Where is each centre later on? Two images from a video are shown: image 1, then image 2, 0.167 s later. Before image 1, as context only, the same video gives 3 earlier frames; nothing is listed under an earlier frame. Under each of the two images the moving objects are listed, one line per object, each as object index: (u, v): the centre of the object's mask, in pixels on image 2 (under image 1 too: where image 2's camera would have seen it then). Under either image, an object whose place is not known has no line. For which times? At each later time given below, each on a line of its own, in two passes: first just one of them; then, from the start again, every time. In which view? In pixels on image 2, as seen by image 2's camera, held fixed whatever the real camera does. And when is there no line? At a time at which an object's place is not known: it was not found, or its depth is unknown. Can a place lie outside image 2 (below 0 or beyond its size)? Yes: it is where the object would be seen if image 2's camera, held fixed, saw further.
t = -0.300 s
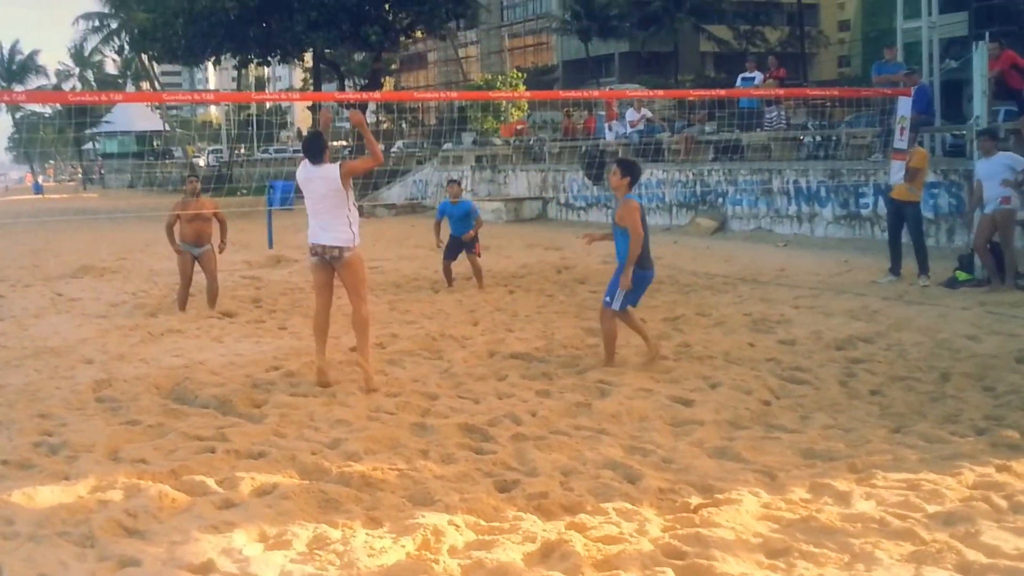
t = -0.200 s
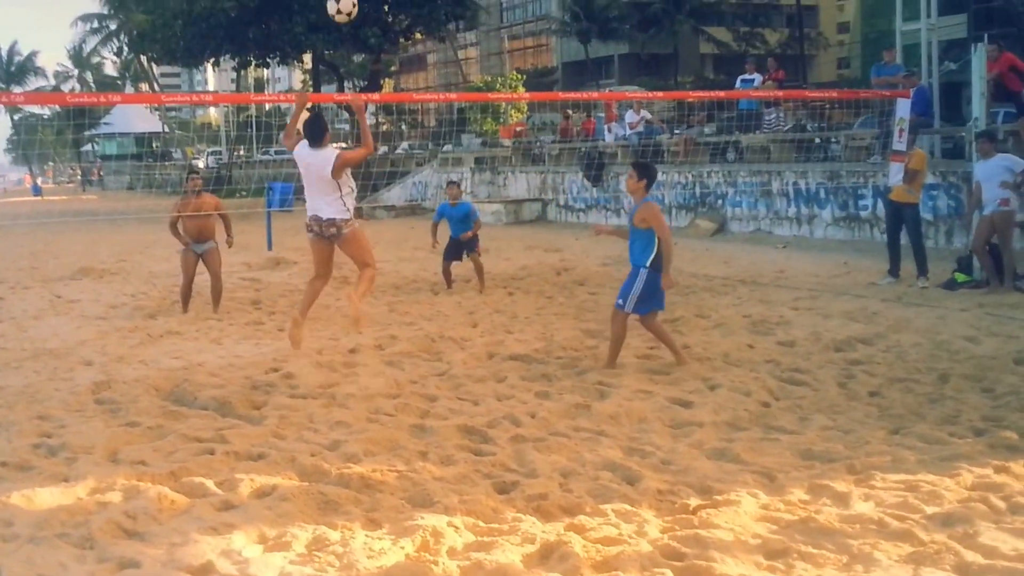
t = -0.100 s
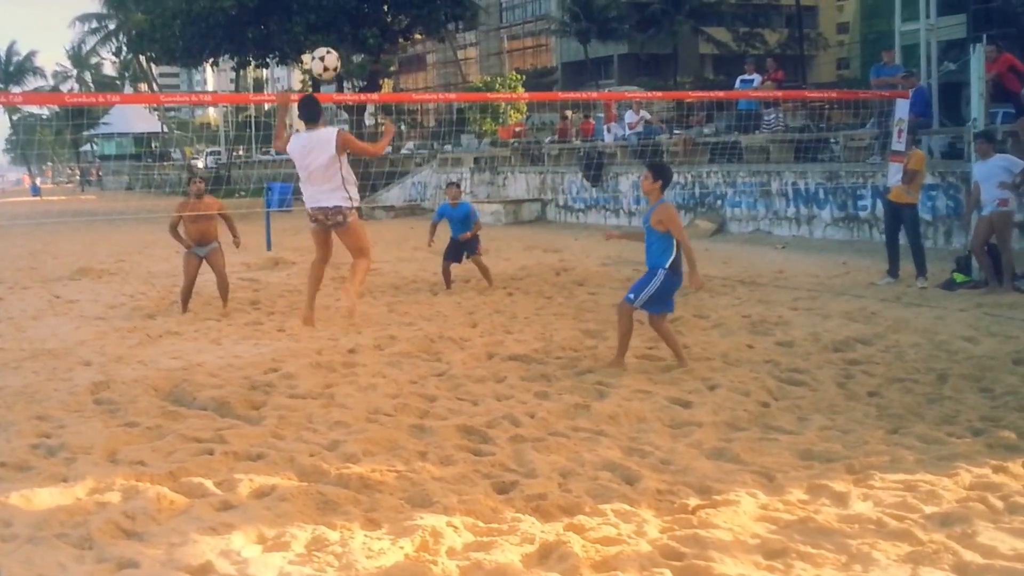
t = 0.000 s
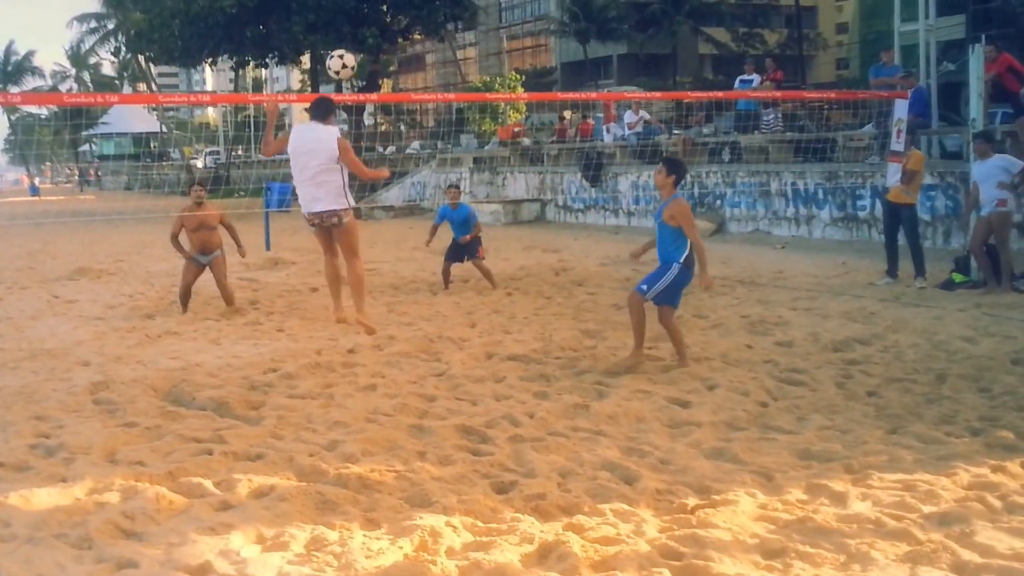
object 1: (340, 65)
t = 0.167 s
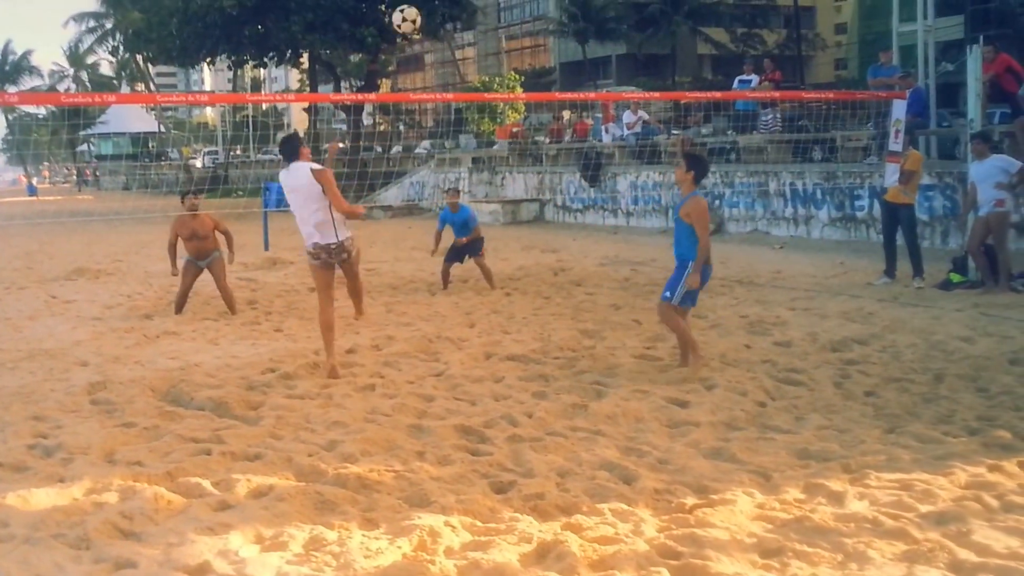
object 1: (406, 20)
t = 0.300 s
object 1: (455, 13)
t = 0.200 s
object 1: (419, 16)
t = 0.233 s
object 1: (431, 13)
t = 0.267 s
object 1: (443, 13)
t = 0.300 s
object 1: (455, 13)
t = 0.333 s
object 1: (467, 15)
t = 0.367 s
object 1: (478, 18)
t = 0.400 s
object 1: (490, 22)
